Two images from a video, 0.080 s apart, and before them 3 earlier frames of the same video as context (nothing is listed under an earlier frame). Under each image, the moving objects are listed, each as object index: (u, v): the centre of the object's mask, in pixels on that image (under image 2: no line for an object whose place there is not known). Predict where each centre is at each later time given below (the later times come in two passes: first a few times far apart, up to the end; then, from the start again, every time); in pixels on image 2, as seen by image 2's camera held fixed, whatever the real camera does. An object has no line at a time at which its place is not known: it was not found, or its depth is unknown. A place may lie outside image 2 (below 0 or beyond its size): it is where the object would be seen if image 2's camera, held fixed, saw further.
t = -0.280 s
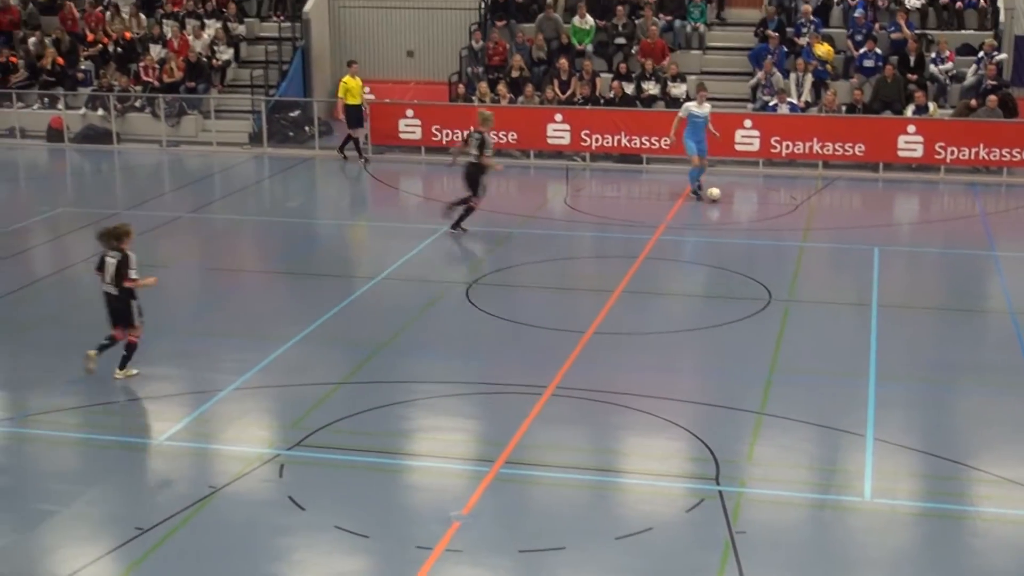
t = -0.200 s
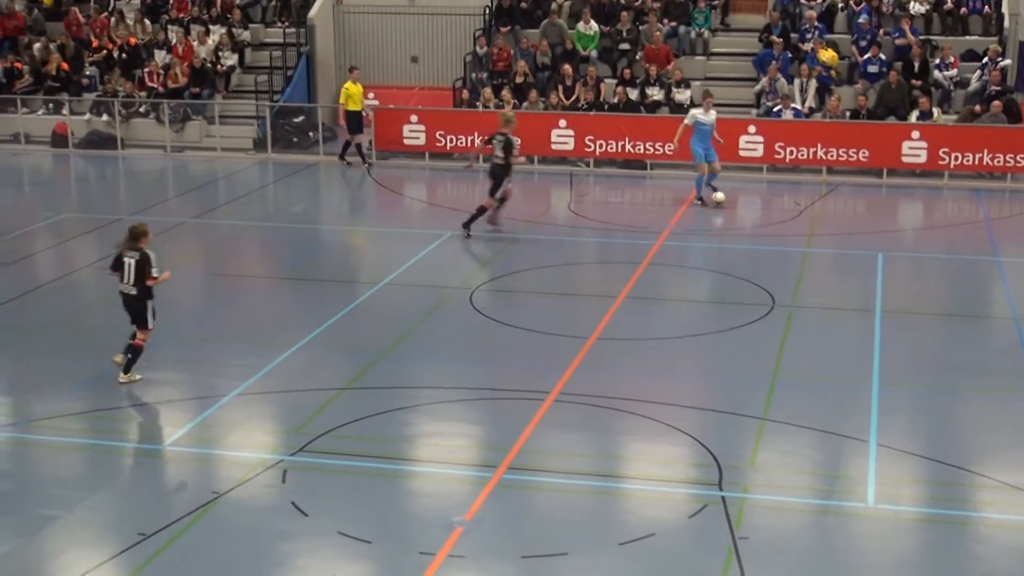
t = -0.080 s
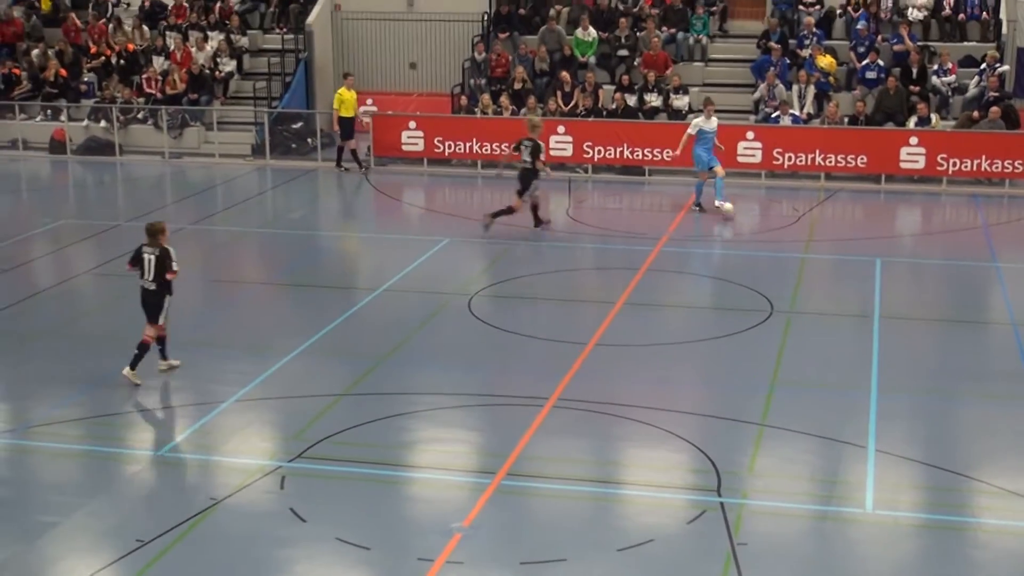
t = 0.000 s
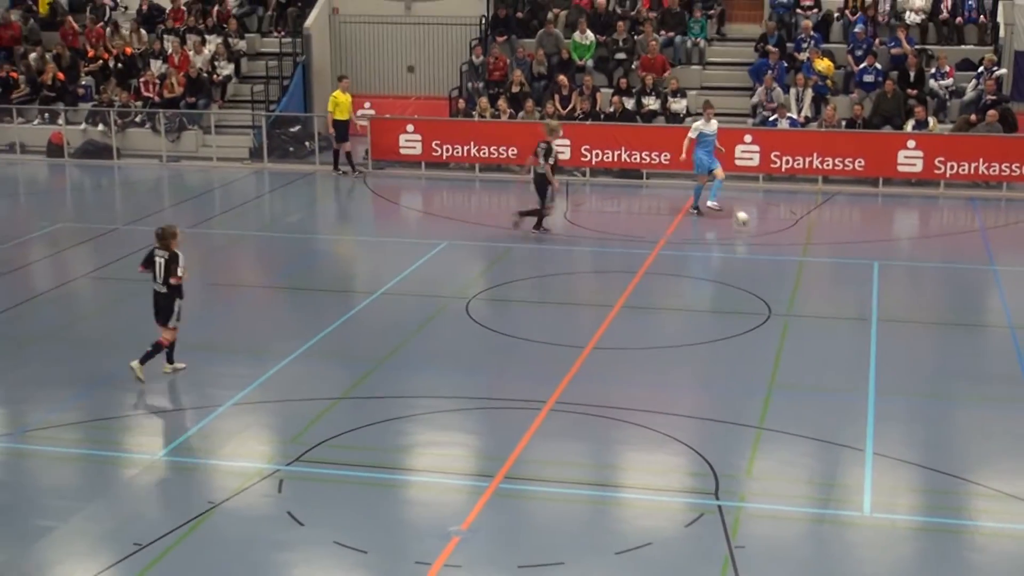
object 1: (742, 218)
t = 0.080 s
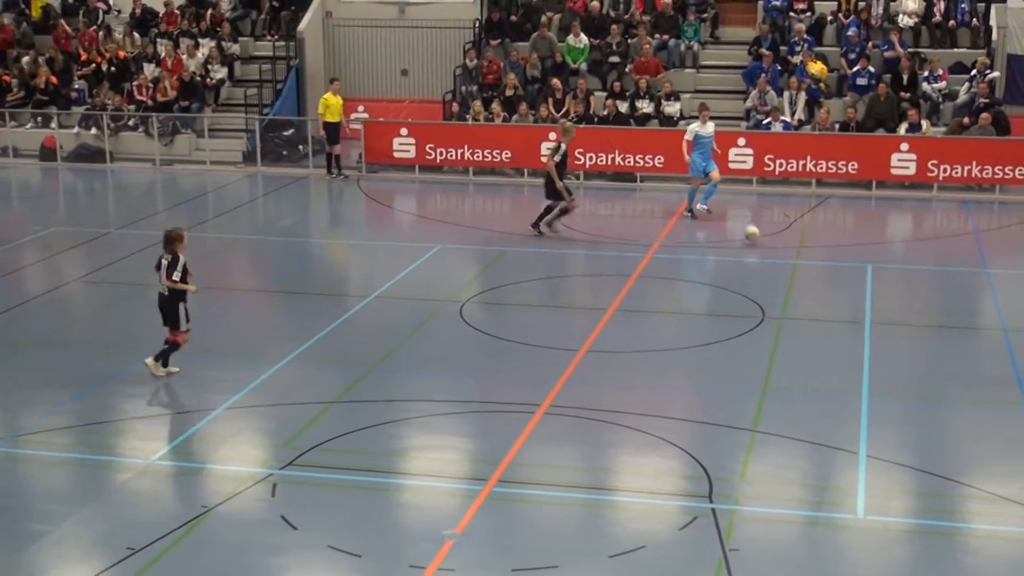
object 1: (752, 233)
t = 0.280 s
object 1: (792, 259)
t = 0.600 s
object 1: (857, 296)
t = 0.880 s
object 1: (923, 332)
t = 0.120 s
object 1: (760, 242)
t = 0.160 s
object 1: (768, 246)
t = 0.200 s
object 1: (776, 248)
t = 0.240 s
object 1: (784, 252)
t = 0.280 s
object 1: (792, 259)
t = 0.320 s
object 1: (800, 265)
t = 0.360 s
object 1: (808, 269)
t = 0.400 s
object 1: (816, 272)
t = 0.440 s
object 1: (824, 277)
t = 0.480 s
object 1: (832, 282)
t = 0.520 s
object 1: (840, 286)
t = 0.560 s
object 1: (848, 289)
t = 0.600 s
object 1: (857, 296)
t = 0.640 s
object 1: (865, 301)
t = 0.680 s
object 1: (876, 305)
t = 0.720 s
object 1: (884, 311)
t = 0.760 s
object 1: (894, 315)
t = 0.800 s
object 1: (904, 319)
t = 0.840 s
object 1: (913, 326)
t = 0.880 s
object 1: (923, 332)
